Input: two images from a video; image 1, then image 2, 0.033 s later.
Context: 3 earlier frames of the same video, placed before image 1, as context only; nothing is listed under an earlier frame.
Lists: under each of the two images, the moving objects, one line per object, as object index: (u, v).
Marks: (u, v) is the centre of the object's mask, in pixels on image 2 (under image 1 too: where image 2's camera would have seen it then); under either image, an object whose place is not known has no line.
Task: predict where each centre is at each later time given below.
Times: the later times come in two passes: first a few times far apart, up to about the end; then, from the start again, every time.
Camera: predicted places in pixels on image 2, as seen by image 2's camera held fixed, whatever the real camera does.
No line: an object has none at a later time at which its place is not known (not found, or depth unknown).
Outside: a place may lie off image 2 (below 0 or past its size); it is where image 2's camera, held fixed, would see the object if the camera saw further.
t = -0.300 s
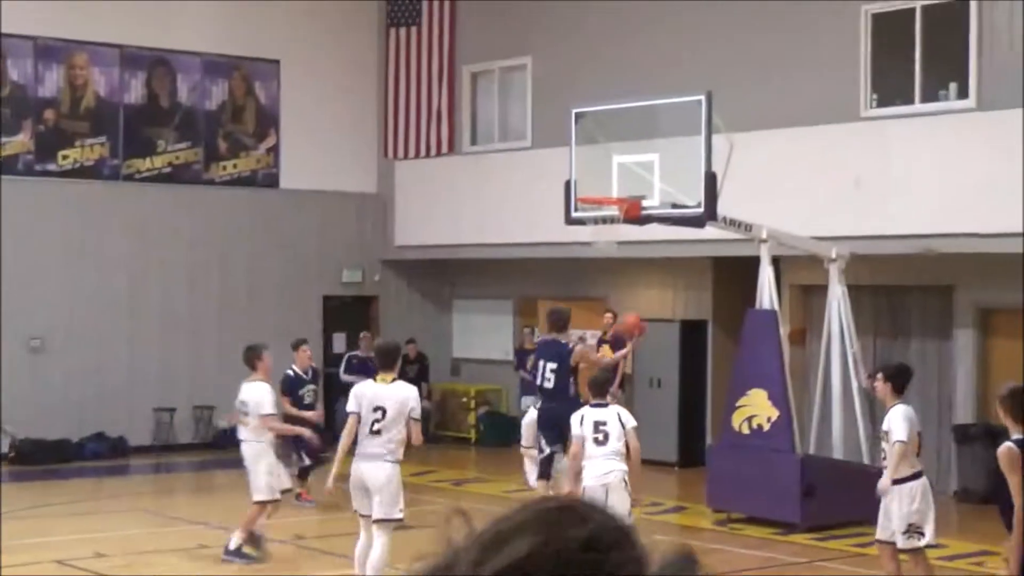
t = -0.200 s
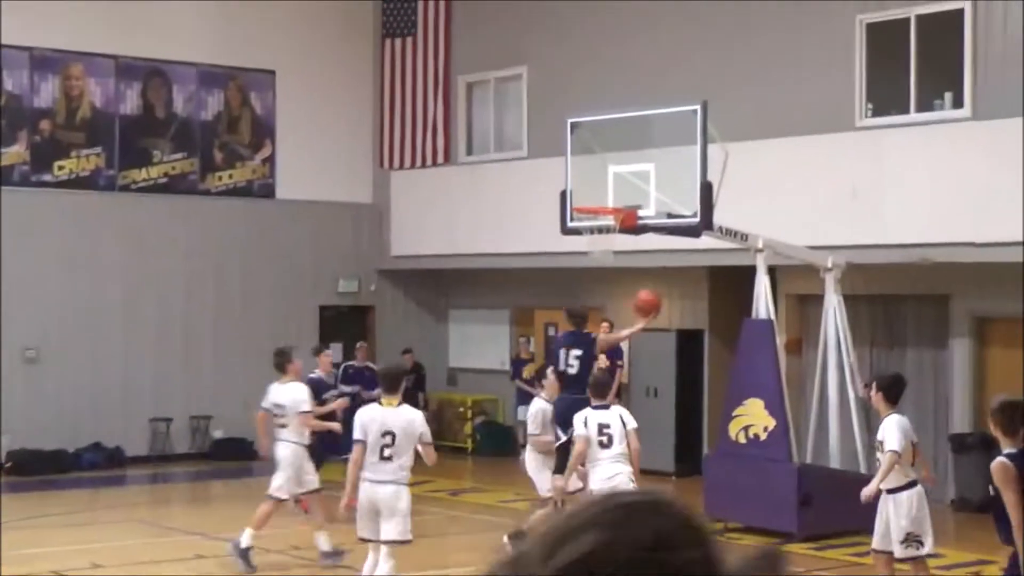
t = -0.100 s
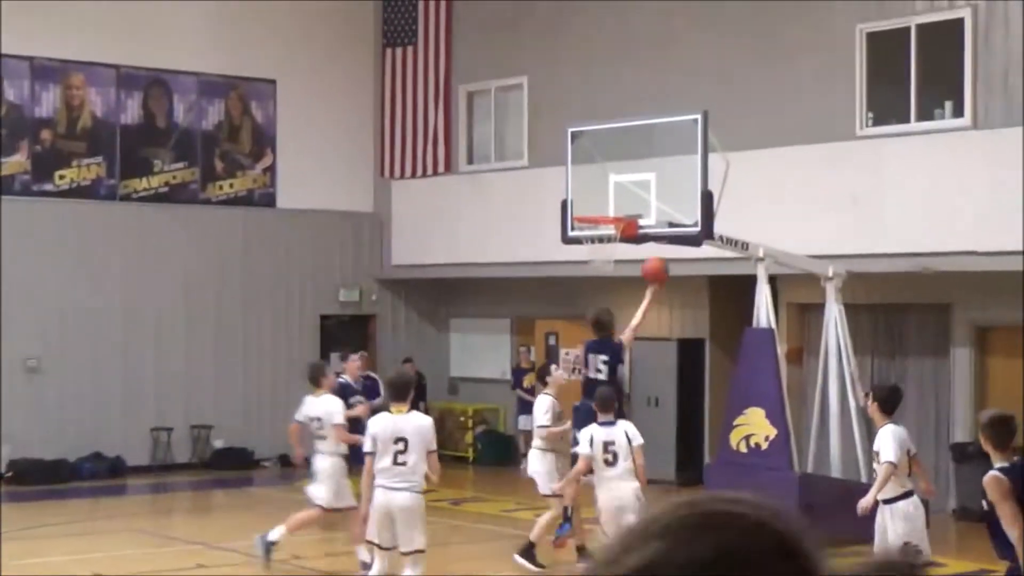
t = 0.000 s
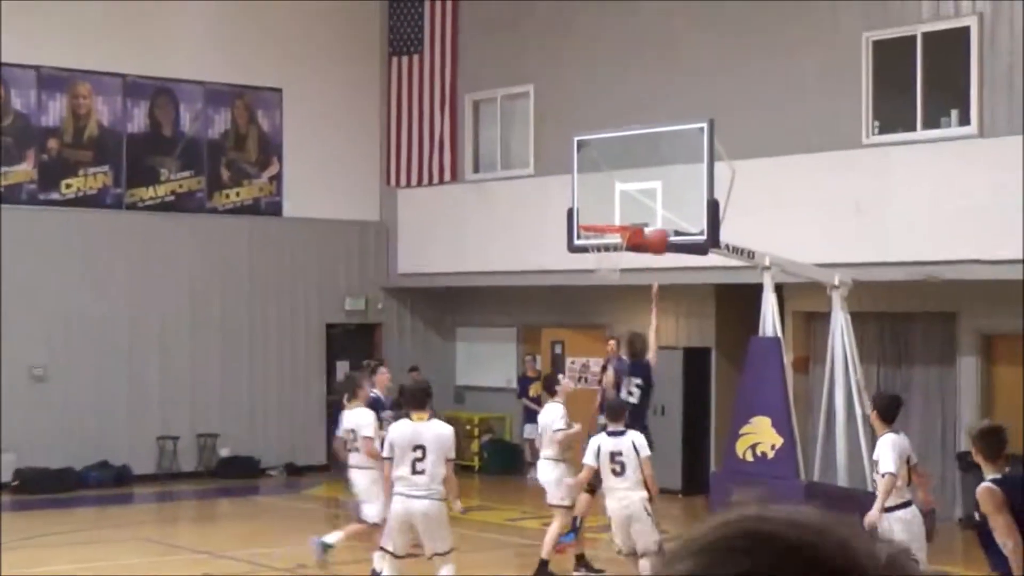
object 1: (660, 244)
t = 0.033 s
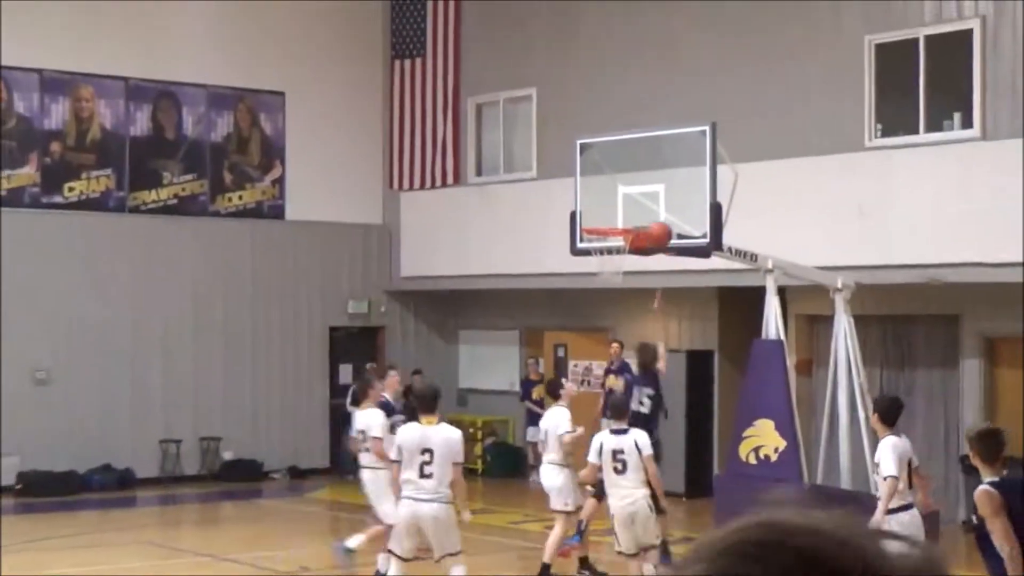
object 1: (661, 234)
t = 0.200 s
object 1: (652, 204)
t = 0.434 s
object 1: (614, 203)
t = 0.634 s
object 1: (604, 239)
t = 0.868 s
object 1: (630, 275)
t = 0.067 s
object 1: (657, 226)
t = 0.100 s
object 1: (656, 218)
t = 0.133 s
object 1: (654, 212)
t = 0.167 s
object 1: (653, 207)
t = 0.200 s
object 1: (652, 204)
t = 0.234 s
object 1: (647, 200)
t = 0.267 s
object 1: (642, 198)
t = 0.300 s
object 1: (637, 196)
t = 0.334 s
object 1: (630, 196)
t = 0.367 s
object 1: (625, 197)
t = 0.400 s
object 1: (619, 199)
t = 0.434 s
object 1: (614, 203)
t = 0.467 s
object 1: (608, 208)
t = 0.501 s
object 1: (604, 213)
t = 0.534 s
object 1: (598, 218)
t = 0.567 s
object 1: (593, 227)
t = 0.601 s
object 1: (598, 233)
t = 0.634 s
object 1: (604, 239)
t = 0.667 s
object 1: (610, 247)
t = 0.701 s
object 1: (616, 254)
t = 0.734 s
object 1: (620, 259)
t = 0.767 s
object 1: (623, 261)
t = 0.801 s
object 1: (626, 266)
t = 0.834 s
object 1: (628, 269)
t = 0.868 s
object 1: (630, 275)
